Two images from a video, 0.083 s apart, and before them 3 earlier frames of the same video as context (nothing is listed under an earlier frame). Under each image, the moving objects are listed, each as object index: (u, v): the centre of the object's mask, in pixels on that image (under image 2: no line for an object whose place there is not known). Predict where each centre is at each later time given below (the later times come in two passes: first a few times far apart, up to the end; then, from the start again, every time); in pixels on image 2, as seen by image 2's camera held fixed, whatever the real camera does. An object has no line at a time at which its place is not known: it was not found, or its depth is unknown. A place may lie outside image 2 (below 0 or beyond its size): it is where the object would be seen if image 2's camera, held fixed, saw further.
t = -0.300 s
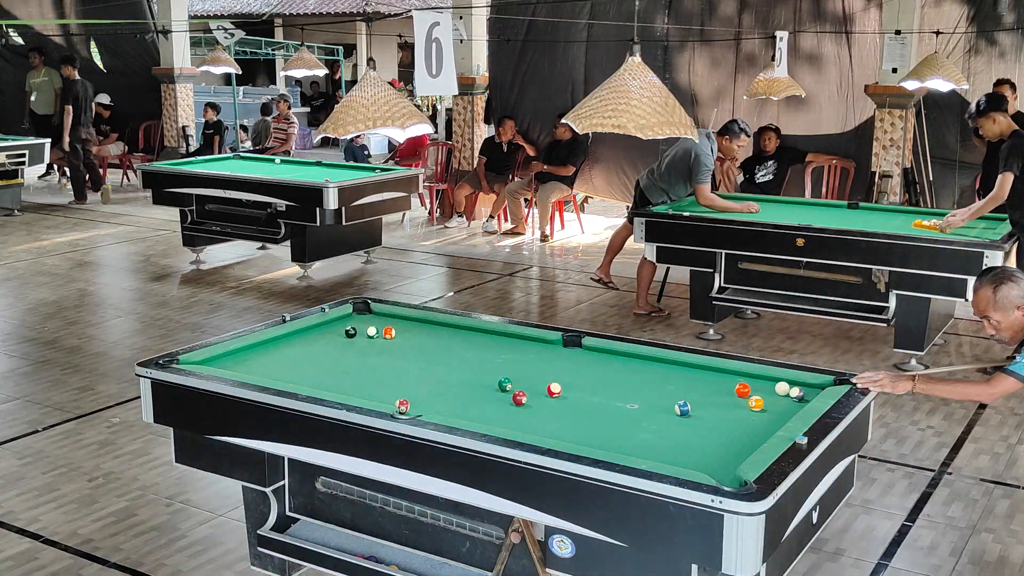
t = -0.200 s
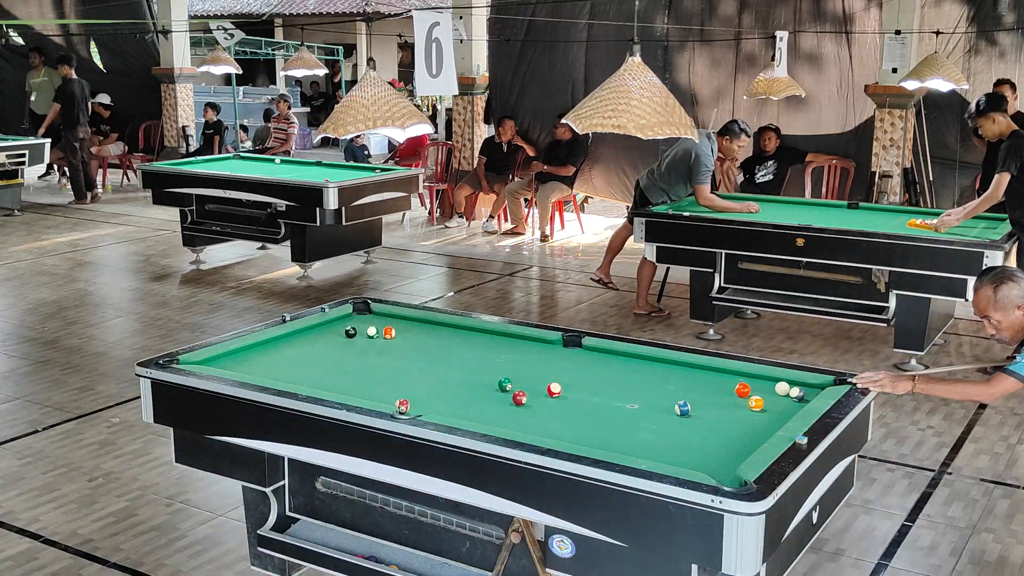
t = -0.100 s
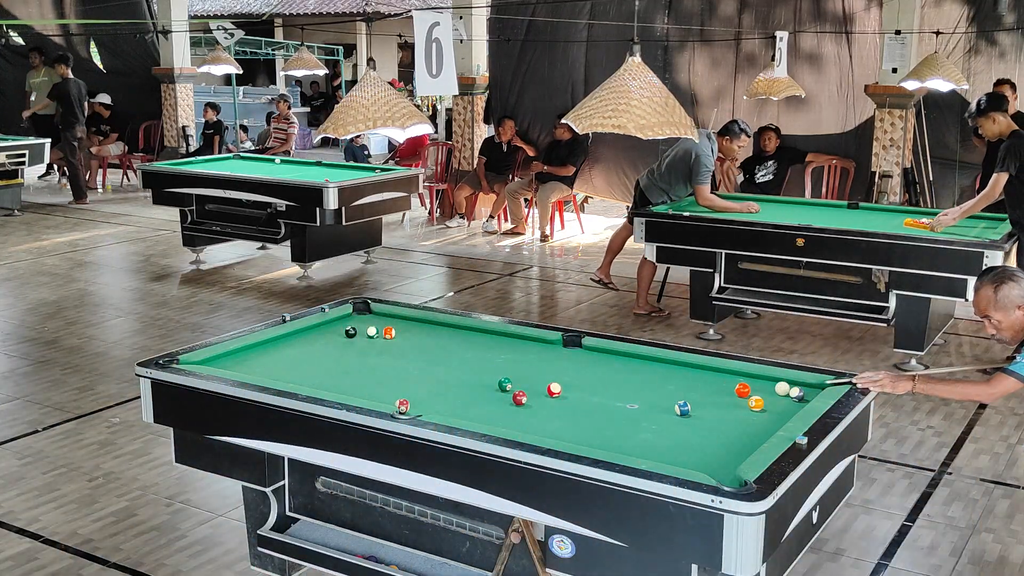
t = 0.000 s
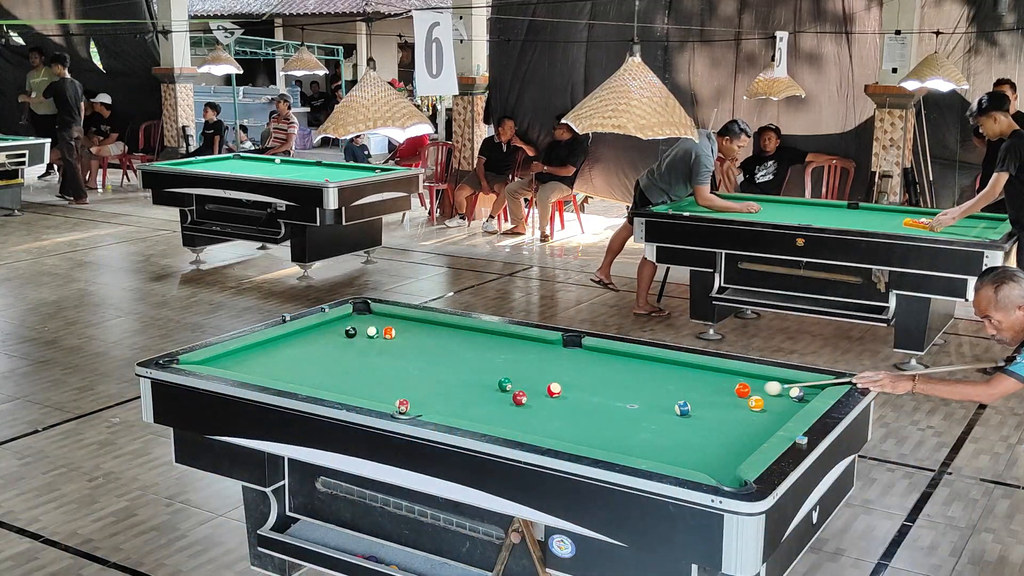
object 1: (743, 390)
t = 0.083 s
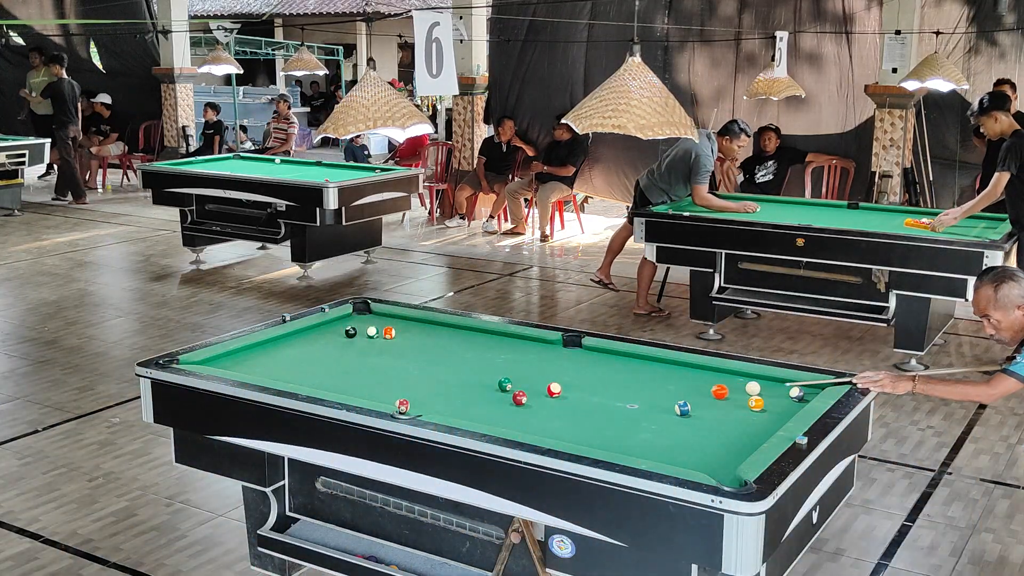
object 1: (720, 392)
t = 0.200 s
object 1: (675, 395)
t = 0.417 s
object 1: (606, 401)
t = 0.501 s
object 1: (579, 402)
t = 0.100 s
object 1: (713, 392)
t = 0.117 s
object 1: (706, 393)
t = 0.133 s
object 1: (700, 393)
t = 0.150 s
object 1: (693, 394)
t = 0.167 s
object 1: (687, 394)
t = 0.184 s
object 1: (681, 394)
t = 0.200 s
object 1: (675, 395)
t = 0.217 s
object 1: (670, 396)
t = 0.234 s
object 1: (665, 396)
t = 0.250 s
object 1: (660, 397)
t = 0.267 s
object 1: (654, 397)
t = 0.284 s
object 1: (649, 397)
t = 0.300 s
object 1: (643, 398)
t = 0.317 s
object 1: (638, 398)
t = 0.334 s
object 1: (633, 399)
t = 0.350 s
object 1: (628, 399)
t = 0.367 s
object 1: (622, 399)
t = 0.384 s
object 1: (617, 400)
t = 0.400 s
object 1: (611, 400)
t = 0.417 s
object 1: (606, 401)
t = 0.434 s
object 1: (601, 401)
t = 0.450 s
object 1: (596, 402)
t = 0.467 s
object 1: (590, 402)
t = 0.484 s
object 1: (585, 402)
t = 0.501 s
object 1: (579, 402)
